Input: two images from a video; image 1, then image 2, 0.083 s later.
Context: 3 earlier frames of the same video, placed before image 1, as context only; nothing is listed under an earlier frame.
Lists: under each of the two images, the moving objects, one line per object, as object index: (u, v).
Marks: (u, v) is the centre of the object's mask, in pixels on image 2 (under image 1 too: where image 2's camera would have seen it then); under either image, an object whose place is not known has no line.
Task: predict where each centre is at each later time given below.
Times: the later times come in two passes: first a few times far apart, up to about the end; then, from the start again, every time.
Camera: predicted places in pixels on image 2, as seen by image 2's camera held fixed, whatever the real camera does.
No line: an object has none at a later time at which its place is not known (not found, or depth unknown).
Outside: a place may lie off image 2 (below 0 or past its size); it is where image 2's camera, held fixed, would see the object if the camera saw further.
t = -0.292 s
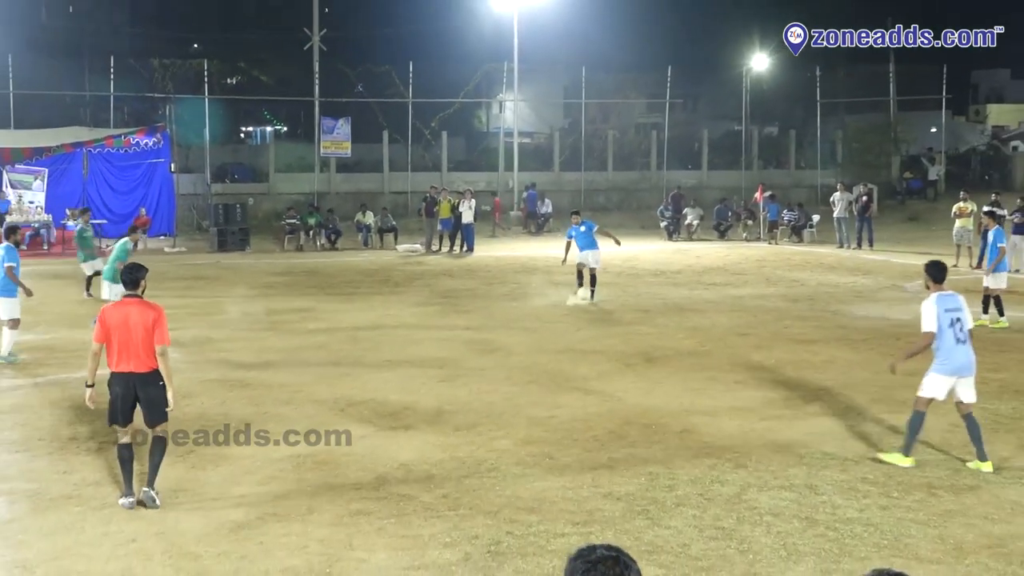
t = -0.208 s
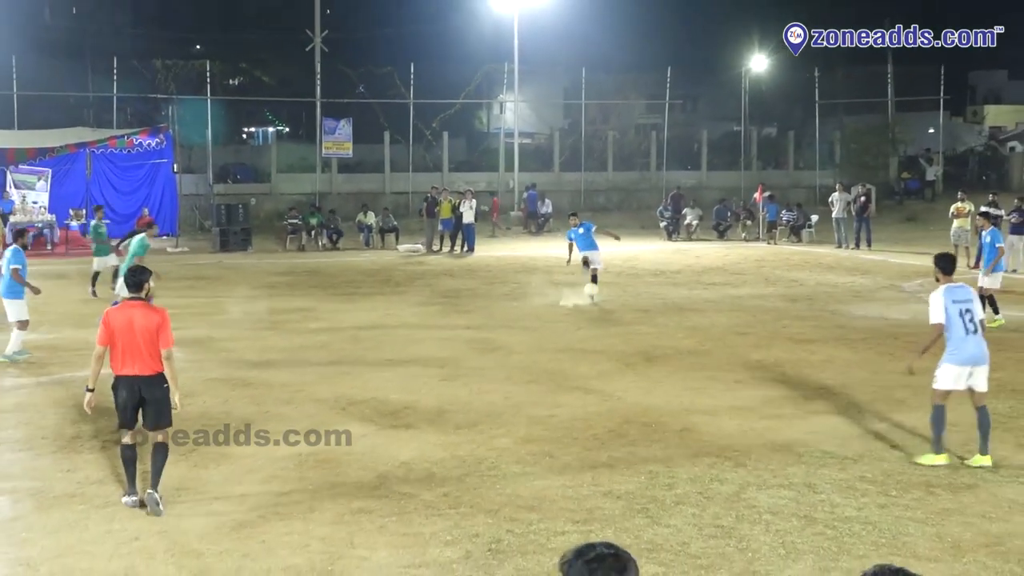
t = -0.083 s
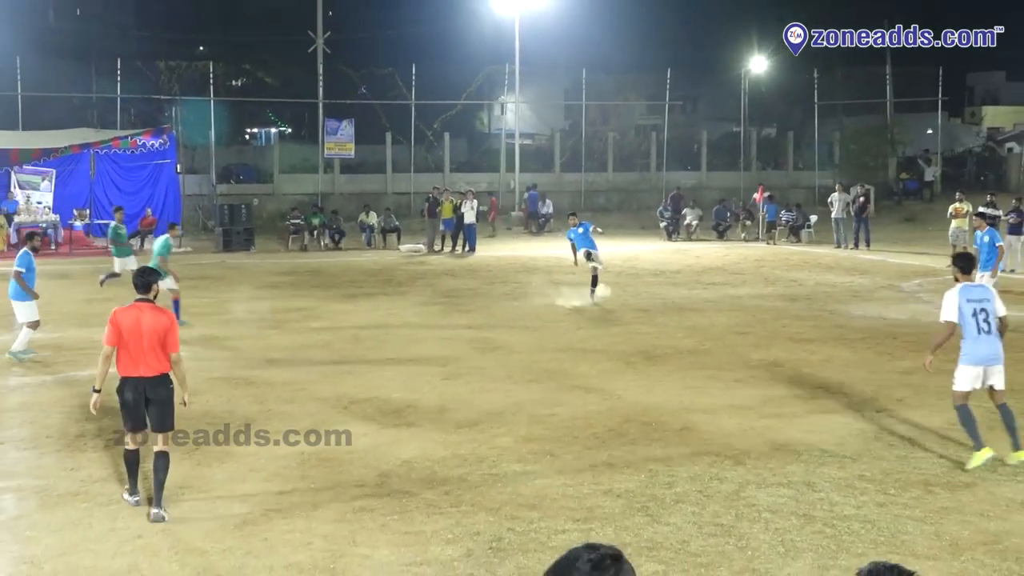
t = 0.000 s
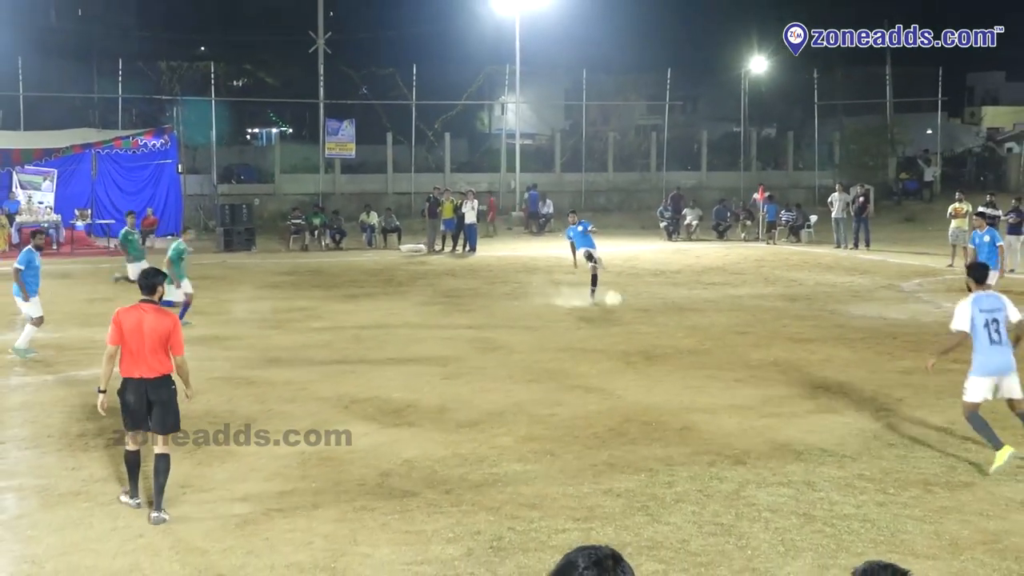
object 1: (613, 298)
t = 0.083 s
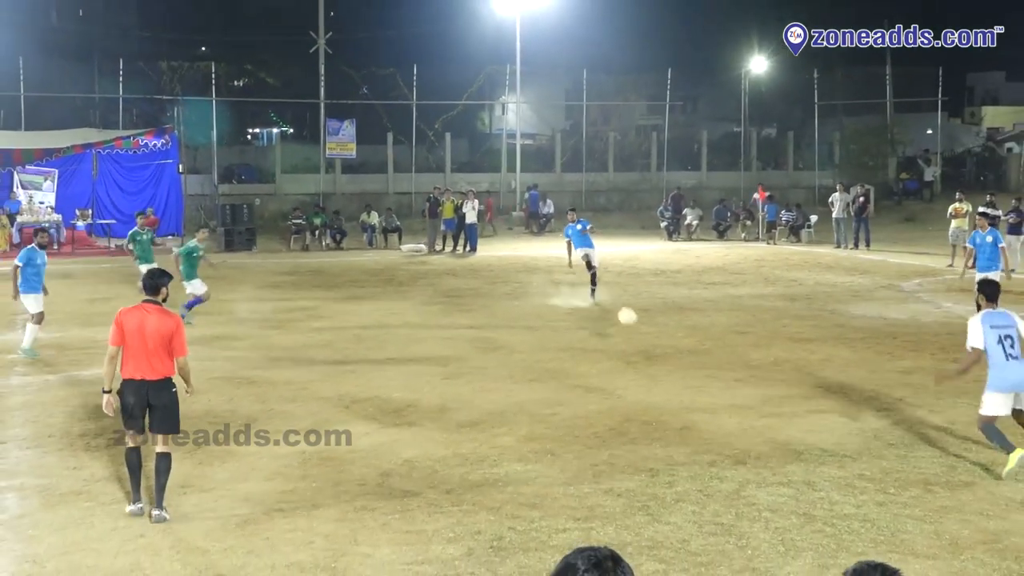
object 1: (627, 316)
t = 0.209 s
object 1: (648, 353)
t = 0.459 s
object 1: (694, 357)
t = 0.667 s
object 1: (747, 397)
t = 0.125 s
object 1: (634, 326)
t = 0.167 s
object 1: (641, 339)
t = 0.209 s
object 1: (648, 353)
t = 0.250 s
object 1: (656, 367)
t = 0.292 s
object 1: (663, 363)
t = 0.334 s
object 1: (671, 359)
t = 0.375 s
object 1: (678, 357)
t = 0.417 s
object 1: (686, 356)
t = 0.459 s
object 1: (694, 357)
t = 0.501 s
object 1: (702, 359)
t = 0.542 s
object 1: (711, 364)
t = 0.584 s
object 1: (726, 374)
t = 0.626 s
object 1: (736, 384)
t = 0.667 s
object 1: (747, 397)
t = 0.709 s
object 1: (758, 412)
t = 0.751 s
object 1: (770, 431)
